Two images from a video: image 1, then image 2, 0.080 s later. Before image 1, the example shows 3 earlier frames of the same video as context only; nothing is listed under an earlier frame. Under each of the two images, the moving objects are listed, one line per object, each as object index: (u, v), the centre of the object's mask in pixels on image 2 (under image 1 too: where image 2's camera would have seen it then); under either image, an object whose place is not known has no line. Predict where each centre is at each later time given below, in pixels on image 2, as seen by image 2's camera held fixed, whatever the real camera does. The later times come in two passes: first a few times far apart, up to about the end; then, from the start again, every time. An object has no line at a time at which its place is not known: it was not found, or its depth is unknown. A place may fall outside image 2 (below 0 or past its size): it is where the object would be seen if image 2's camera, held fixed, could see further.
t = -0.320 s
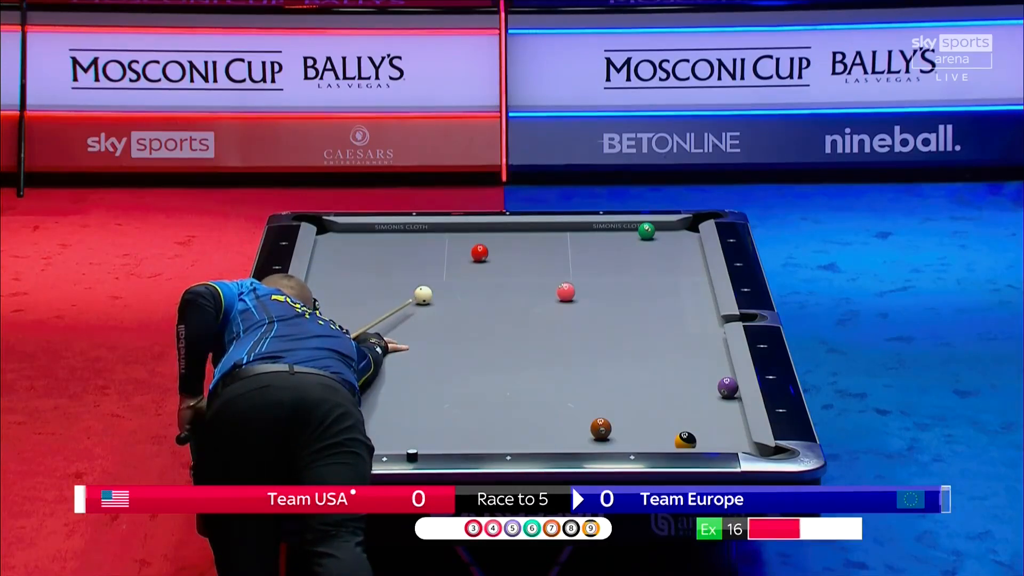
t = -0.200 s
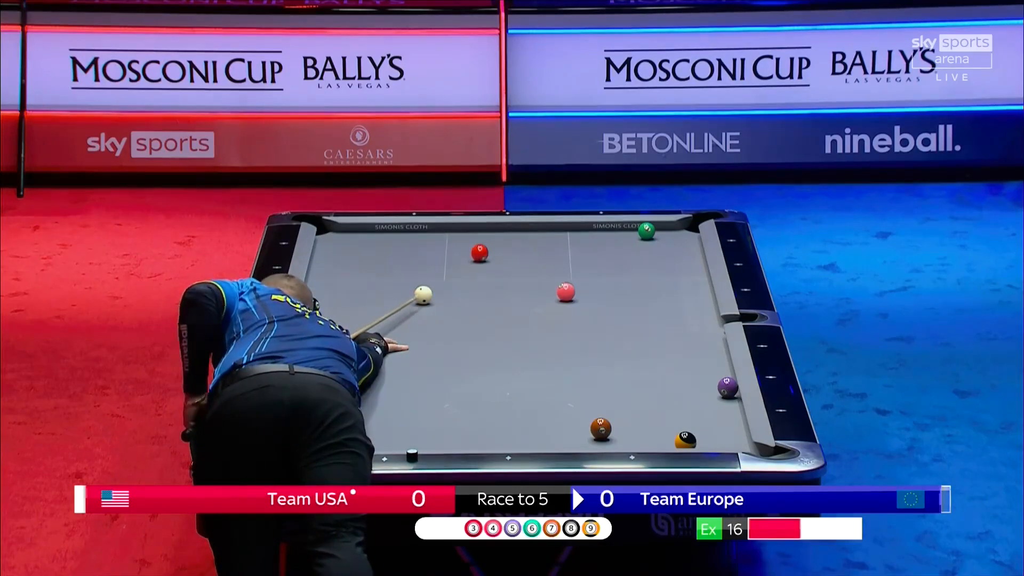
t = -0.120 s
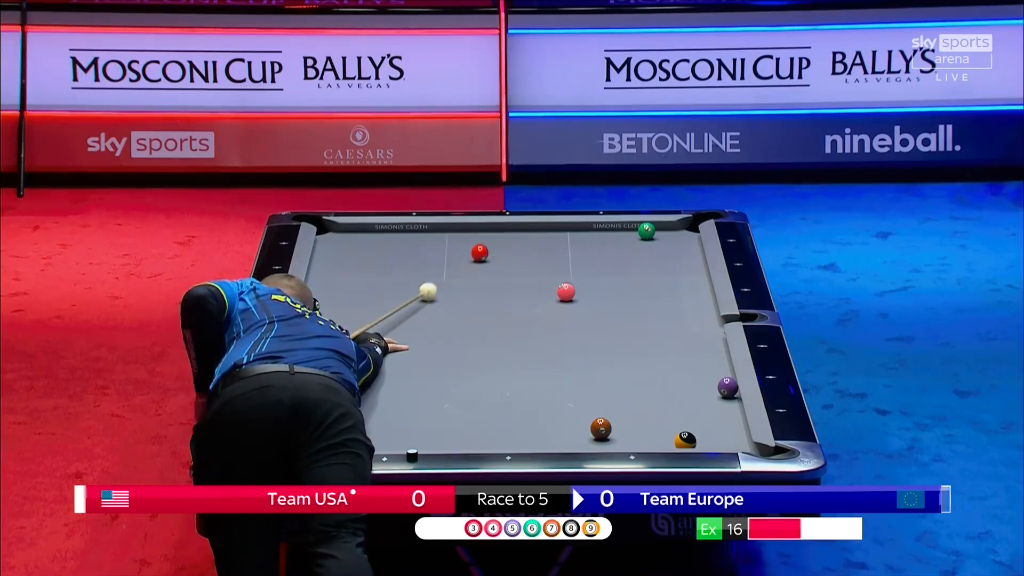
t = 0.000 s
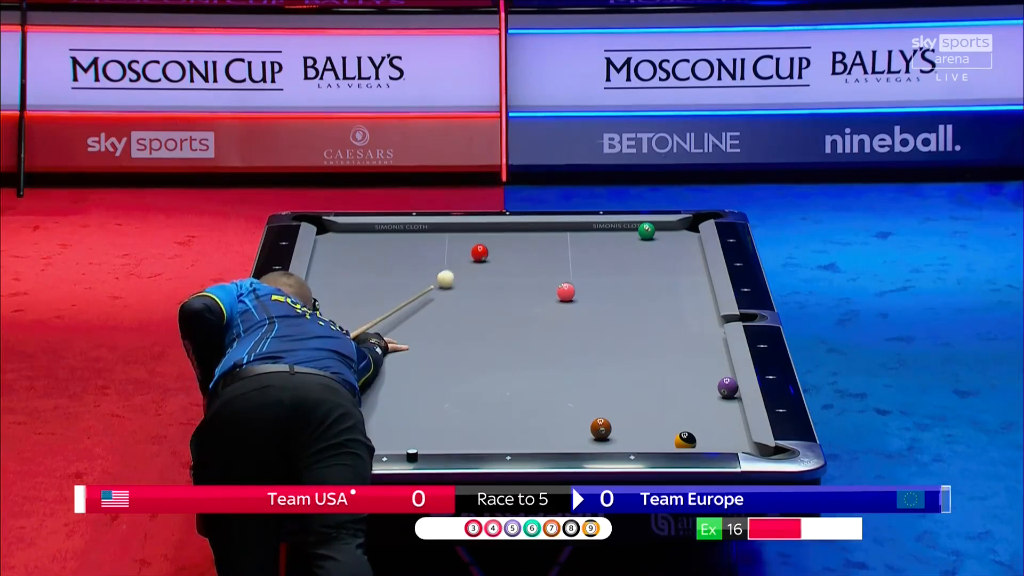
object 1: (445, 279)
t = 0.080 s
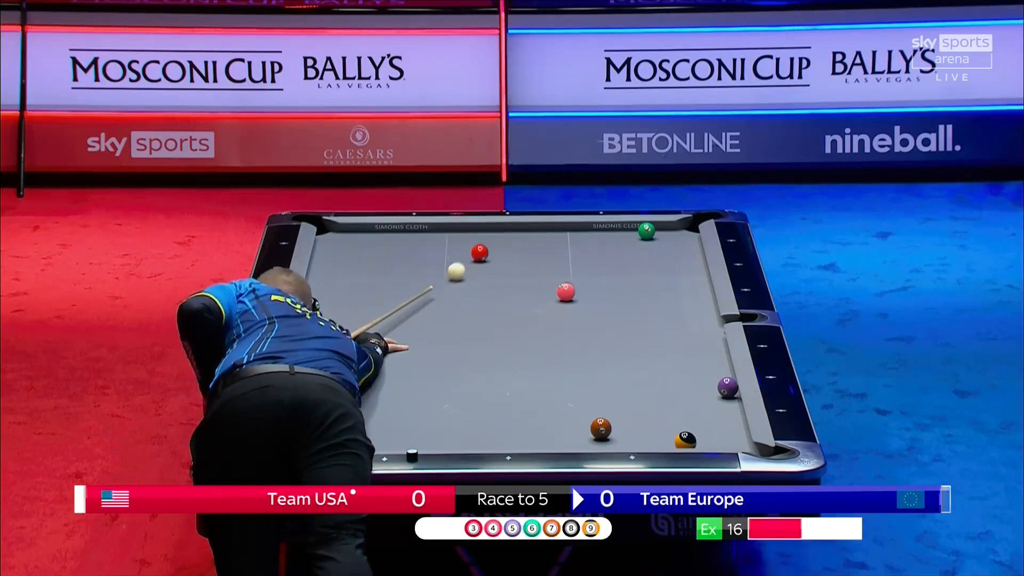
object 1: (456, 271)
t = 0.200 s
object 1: (472, 261)
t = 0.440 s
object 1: (489, 255)
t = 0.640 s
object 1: (502, 251)
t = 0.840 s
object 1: (514, 248)
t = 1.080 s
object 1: (528, 244)
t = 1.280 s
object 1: (538, 241)
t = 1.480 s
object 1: (548, 238)
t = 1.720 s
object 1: (559, 235)
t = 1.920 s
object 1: (568, 232)
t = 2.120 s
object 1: (576, 230)
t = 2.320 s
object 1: (583, 228)
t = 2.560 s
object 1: (591, 226)
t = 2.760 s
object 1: (595, 227)
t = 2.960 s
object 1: (599, 228)
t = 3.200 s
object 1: (602, 228)
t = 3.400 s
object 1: (604, 229)
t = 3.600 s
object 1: (606, 229)
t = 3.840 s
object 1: (607, 229)
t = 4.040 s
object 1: (607, 229)
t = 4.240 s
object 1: (607, 229)
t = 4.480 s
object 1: (607, 229)
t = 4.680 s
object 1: (607, 229)
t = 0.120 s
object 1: (461, 267)
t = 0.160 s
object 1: (466, 264)
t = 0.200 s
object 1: (472, 261)
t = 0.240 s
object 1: (476, 257)
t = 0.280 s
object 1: (479, 257)
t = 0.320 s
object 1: (481, 257)
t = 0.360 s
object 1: (483, 257)
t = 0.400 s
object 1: (486, 256)
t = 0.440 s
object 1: (489, 255)
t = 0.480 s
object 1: (492, 254)
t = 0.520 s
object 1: (494, 254)
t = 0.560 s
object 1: (497, 253)
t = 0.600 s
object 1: (499, 252)
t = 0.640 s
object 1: (502, 251)
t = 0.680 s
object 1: (505, 251)
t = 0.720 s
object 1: (507, 250)
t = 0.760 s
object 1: (509, 249)
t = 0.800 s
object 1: (512, 249)
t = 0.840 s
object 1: (514, 248)
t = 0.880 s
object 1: (516, 247)
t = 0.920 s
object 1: (519, 247)
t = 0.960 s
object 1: (521, 246)
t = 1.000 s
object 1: (523, 245)
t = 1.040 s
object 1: (526, 245)
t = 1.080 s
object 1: (528, 244)
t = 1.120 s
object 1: (530, 243)
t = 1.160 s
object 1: (532, 243)
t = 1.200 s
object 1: (534, 242)
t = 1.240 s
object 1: (537, 241)
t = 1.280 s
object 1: (538, 241)
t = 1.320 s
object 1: (541, 240)
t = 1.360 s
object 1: (542, 240)
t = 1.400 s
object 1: (545, 239)
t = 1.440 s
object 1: (546, 238)
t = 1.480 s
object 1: (548, 238)
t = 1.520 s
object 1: (550, 237)
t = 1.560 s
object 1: (552, 237)
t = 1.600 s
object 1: (554, 236)
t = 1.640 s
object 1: (556, 236)
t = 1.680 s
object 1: (558, 235)
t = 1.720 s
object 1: (559, 235)
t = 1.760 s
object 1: (561, 234)
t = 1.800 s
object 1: (563, 234)
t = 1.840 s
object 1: (565, 233)
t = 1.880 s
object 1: (566, 233)
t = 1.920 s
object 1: (568, 232)
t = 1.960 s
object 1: (570, 232)
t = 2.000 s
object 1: (571, 231)
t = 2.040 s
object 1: (573, 231)
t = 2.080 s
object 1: (574, 230)
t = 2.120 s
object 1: (576, 230)
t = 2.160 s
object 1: (578, 230)
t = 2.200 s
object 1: (579, 229)
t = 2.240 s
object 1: (580, 229)
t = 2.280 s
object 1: (582, 228)
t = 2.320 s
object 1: (583, 228)
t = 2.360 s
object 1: (584, 228)
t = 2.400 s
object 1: (586, 227)
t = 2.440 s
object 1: (587, 227)
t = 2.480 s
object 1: (589, 227)
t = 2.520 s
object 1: (590, 226)
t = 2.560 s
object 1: (591, 226)
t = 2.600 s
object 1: (592, 226)
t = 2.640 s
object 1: (593, 227)
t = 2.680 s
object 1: (593, 227)
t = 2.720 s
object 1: (594, 227)
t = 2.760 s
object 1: (595, 227)
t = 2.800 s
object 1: (596, 227)
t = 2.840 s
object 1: (596, 227)
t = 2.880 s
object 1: (597, 227)
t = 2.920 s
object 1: (598, 228)
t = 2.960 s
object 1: (599, 228)
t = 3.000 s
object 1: (599, 228)
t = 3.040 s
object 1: (600, 228)
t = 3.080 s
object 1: (601, 228)
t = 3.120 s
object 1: (601, 228)
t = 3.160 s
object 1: (602, 228)
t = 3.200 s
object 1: (602, 228)
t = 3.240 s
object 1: (603, 228)
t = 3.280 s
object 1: (603, 228)
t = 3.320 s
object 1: (604, 228)
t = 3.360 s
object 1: (604, 229)
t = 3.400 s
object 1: (604, 229)
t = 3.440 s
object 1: (605, 229)
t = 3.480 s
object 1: (605, 229)
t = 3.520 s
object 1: (605, 229)
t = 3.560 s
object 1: (606, 229)
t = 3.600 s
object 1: (606, 229)
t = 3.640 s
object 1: (606, 229)
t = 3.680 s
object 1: (606, 229)
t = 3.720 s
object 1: (607, 229)
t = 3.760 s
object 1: (607, 229)
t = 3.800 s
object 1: (607, 229)
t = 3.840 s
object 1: (607, 229)
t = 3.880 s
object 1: (607, 229)
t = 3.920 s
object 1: (607, 229)
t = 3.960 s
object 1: (607, 229)
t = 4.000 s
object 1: (607, 229)
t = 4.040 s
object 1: (607, 229)
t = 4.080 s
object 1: (607, 229)
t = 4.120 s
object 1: (607, 229)
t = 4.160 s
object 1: (607, 229)
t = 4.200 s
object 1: (607, 229)
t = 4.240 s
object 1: (607, 229)
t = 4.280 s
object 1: (607, 229)
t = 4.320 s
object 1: (607, 229)
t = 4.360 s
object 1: (607, 229)
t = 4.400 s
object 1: (607, 229)
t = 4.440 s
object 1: (607, 229)
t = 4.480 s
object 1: (607, 229)
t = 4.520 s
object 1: (607, 229)
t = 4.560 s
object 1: (607, 229)
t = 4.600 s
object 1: (607, 229)
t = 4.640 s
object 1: (607, 229)
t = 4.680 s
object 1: (607, 229)
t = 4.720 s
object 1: (610, 225)
